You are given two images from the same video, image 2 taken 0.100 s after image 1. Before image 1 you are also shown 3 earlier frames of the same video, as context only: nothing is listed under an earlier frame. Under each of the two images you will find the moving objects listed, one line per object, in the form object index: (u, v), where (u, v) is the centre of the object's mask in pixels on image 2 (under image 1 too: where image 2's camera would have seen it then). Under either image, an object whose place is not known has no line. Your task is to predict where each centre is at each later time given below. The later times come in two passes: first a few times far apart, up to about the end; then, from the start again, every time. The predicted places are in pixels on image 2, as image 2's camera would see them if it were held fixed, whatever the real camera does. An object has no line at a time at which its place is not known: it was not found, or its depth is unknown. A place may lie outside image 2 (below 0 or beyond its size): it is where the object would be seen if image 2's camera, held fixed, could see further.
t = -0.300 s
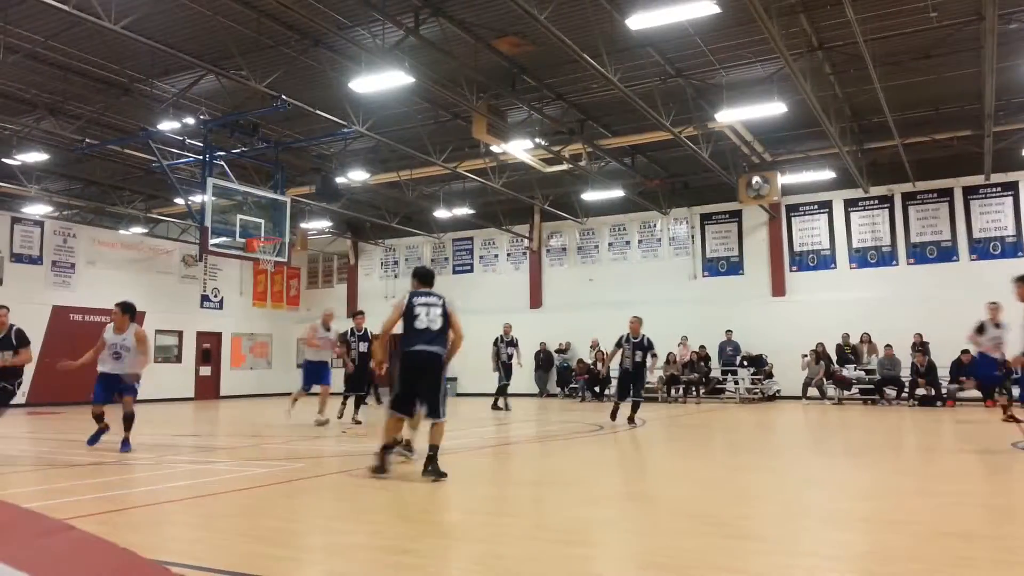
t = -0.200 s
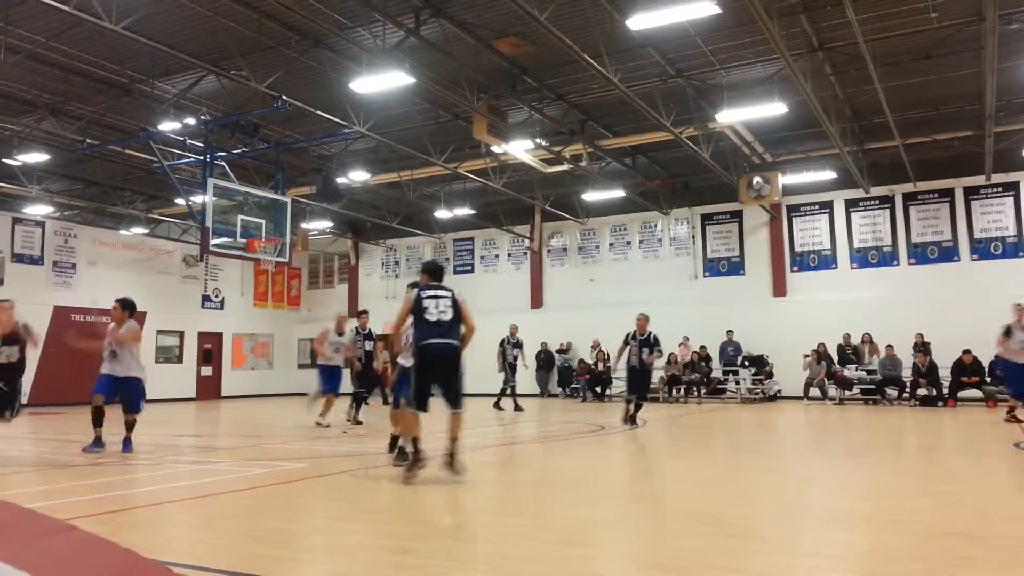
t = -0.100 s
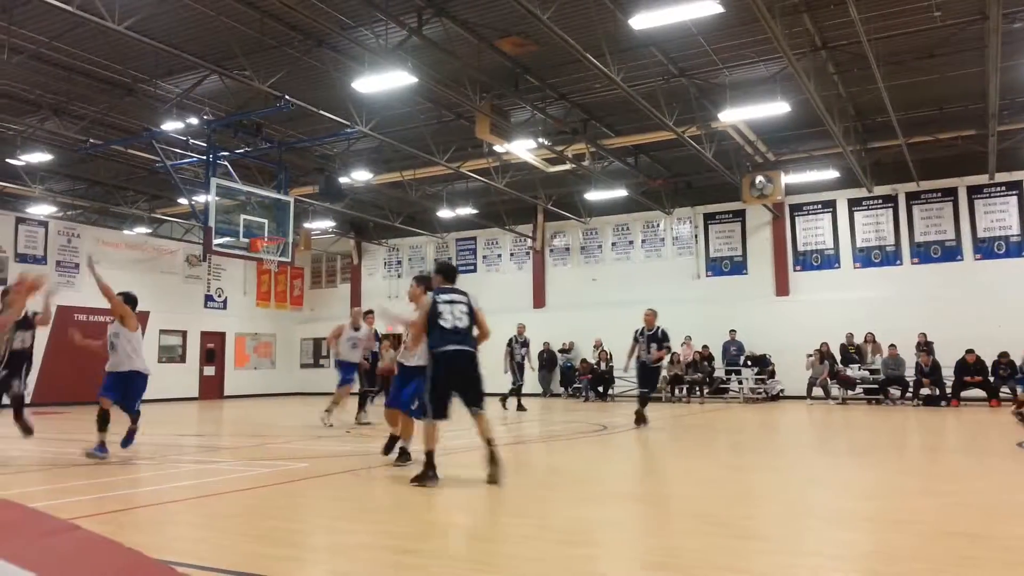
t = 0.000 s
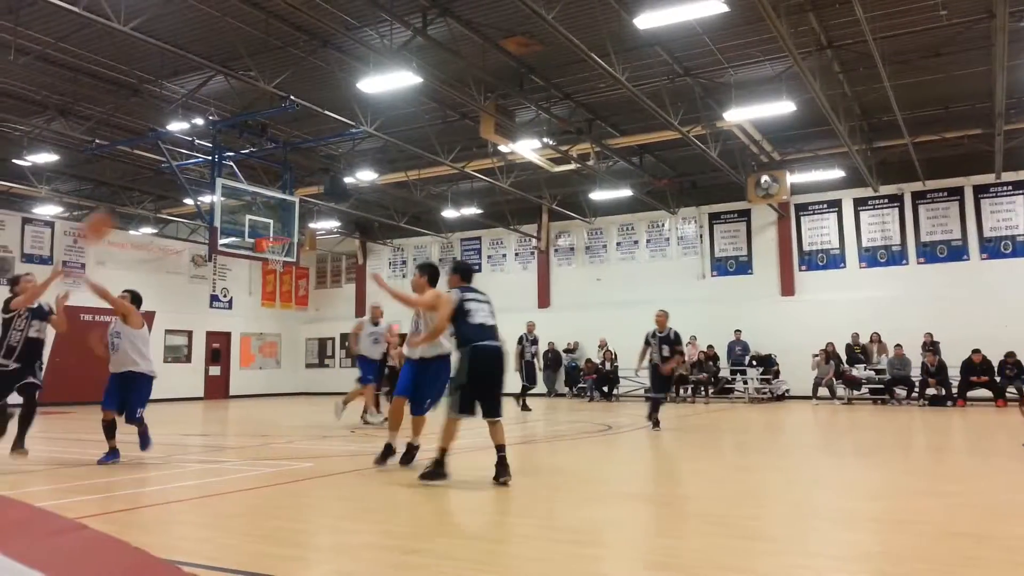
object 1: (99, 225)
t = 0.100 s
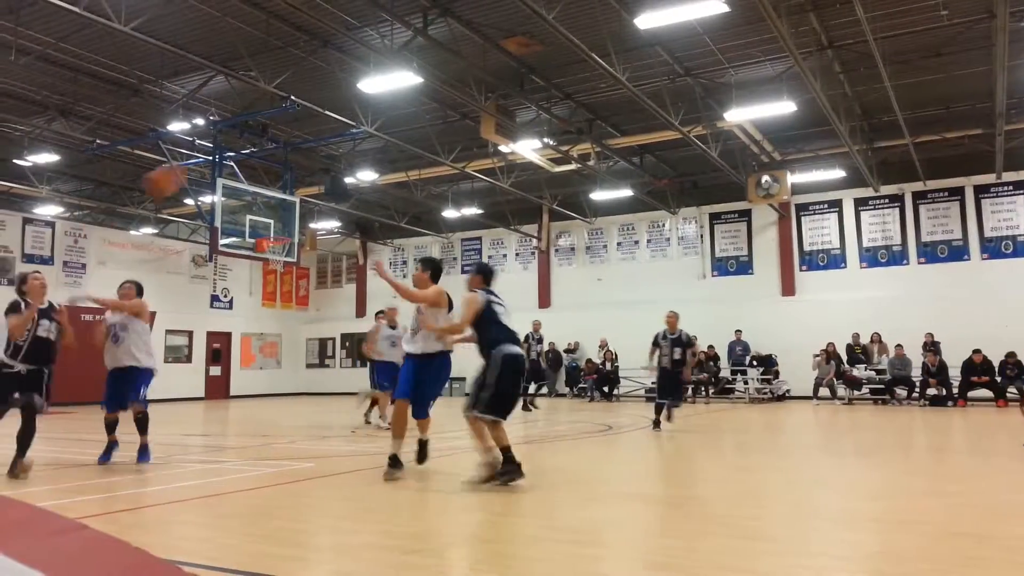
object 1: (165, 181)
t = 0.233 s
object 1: (268, 128)
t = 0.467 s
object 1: (522, 70)
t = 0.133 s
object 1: (191, 165)
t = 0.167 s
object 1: (218, 150)
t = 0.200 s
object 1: (241, 137)
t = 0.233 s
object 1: (268, 128)
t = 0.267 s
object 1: (294, 118)
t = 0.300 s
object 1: (324, 107)
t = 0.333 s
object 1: (347, 100)
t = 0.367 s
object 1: (382, 101)
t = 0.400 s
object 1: (425, 84)
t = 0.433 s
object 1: (486, 74)
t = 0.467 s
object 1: (522, 70)
